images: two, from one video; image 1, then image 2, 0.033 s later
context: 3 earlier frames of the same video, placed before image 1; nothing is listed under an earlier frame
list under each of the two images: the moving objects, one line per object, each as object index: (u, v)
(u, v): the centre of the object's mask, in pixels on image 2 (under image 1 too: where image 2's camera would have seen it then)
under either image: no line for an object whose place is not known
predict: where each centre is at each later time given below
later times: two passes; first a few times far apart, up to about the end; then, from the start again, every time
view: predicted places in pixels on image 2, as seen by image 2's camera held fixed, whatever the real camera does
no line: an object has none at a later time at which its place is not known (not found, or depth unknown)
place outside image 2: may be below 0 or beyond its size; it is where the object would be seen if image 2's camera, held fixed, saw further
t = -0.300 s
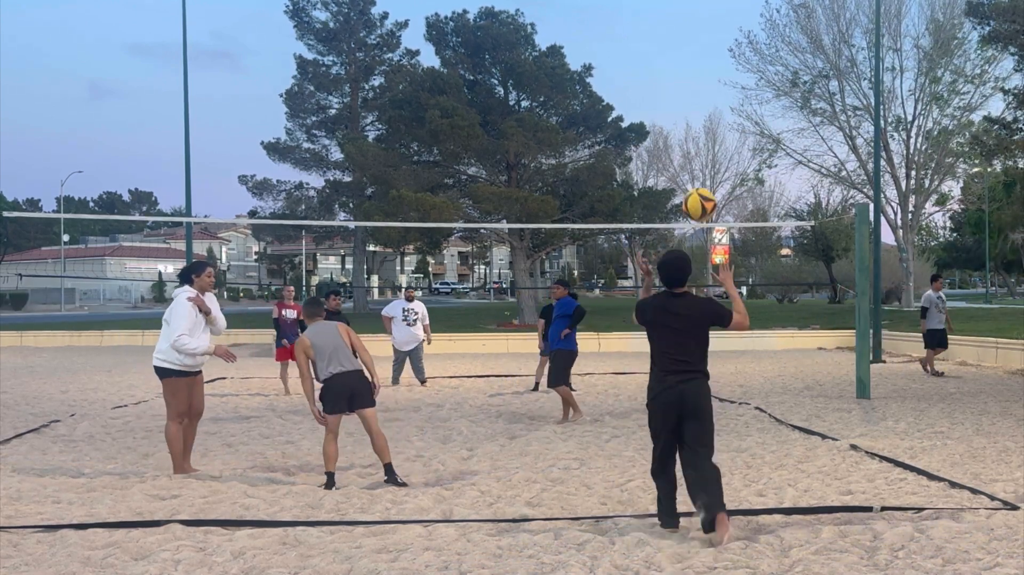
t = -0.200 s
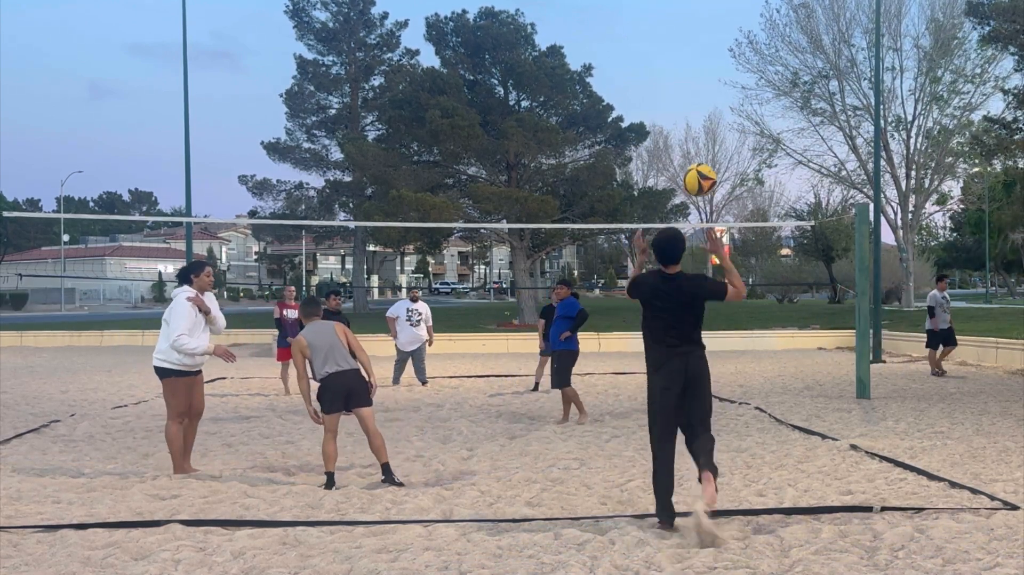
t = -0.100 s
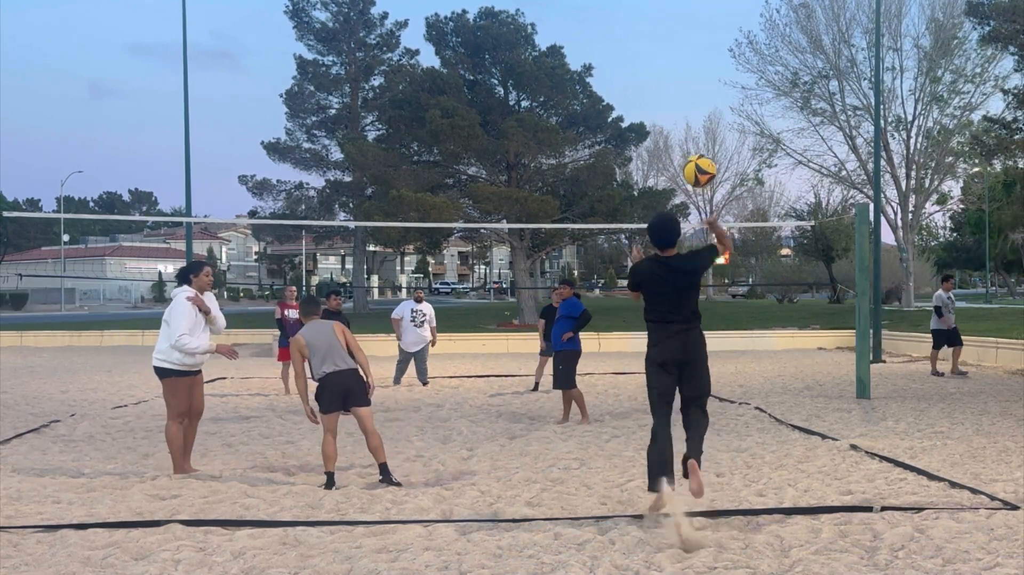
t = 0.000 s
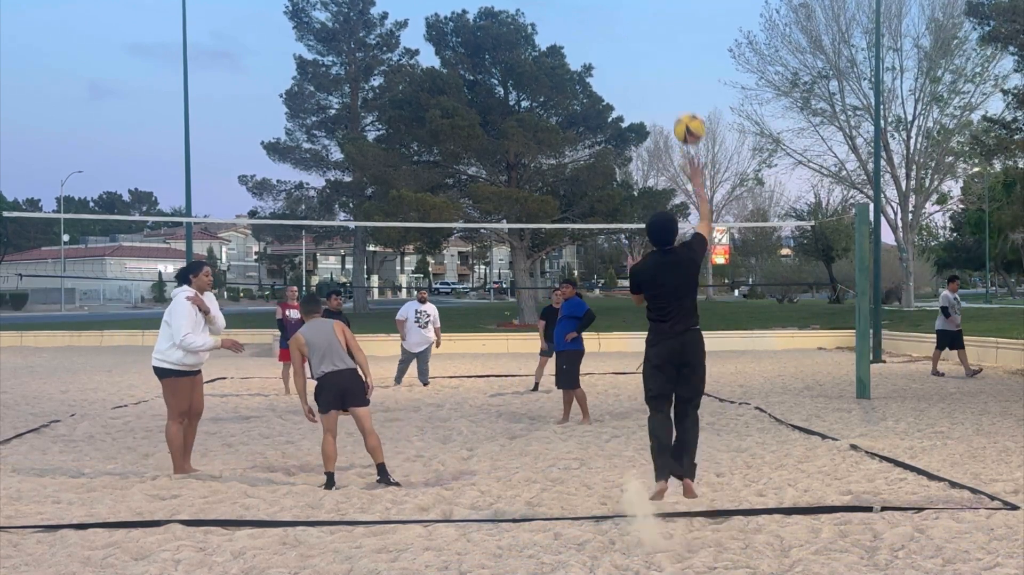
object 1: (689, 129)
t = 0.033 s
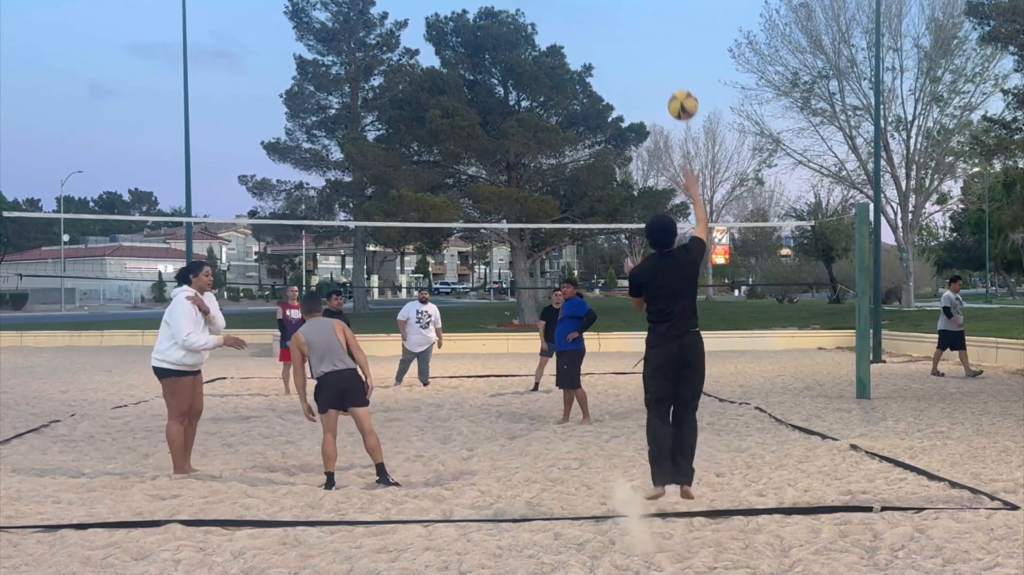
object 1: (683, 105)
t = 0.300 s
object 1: (640, 11)
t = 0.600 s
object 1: (610, 23)
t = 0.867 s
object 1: (597, 82)
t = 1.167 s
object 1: (582, 193)
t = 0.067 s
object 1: (677, 85)
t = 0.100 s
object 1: (670, 67)
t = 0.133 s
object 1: (665, 52)
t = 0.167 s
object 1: (659, 40)
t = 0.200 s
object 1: (654, 29)
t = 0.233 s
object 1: (649, 21)
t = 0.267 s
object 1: (644, 15)
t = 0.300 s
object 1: (640, 11)
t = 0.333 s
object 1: (636, 9)
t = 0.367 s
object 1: (632, 8)
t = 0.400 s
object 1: (628, 8)
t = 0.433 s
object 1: (625, 8)
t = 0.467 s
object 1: (622, 9)
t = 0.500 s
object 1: (618, 10)
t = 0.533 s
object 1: (616, 13)
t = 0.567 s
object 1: (613, 18)
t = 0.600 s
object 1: (610, 23)
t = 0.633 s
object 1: (608, 28)
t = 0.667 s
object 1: (606, 35)
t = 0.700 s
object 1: (604, 42)
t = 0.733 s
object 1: (602, 50)
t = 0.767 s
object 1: (602, 54)
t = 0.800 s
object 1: (600, 63)
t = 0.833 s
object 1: (598, 72)
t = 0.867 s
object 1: (597, 82)
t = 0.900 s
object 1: (595, 93)
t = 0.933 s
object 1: (594, 103)
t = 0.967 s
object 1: (592, 115)
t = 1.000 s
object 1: (590, 127)
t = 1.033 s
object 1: (588, 139)
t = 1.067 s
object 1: (587, 153)
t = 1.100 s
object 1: (585, 165)
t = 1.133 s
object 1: (584, 179)
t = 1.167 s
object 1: (582, 193)
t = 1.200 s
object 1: (581, 207)
